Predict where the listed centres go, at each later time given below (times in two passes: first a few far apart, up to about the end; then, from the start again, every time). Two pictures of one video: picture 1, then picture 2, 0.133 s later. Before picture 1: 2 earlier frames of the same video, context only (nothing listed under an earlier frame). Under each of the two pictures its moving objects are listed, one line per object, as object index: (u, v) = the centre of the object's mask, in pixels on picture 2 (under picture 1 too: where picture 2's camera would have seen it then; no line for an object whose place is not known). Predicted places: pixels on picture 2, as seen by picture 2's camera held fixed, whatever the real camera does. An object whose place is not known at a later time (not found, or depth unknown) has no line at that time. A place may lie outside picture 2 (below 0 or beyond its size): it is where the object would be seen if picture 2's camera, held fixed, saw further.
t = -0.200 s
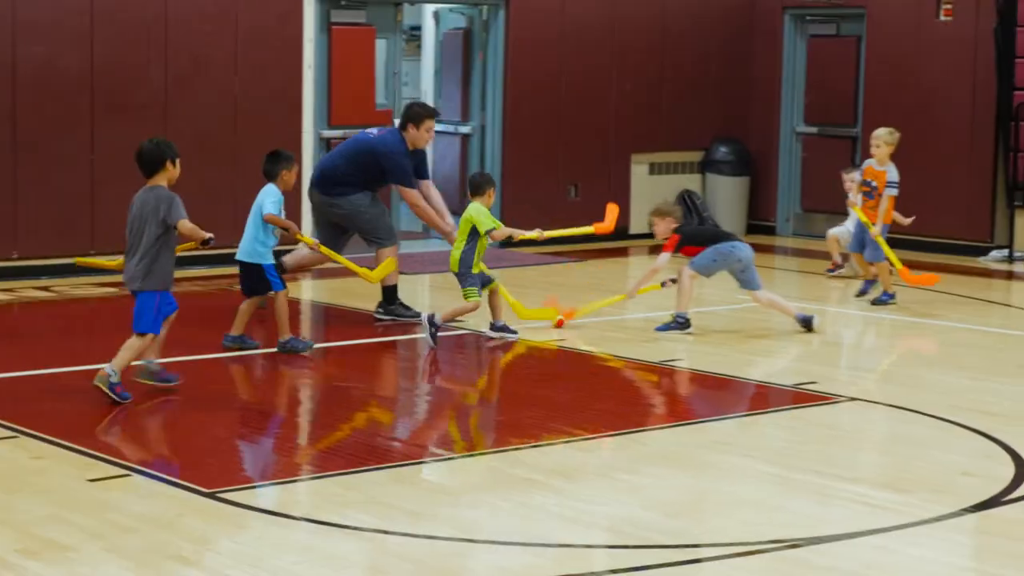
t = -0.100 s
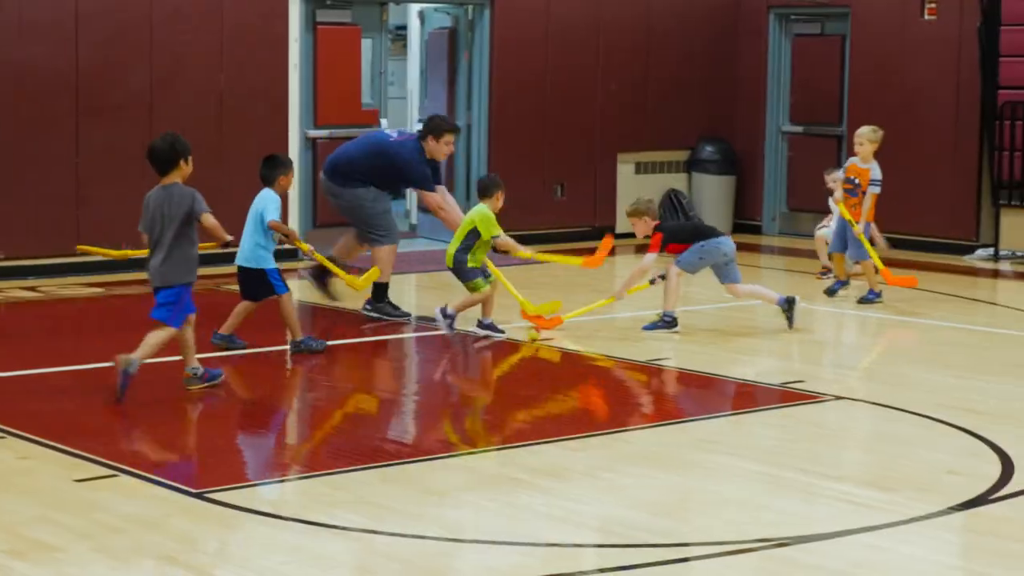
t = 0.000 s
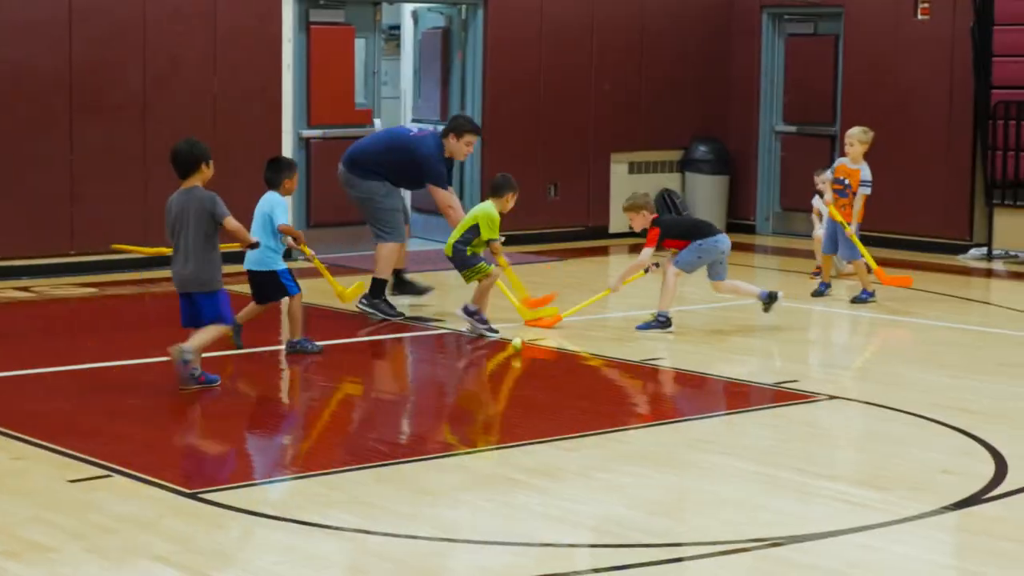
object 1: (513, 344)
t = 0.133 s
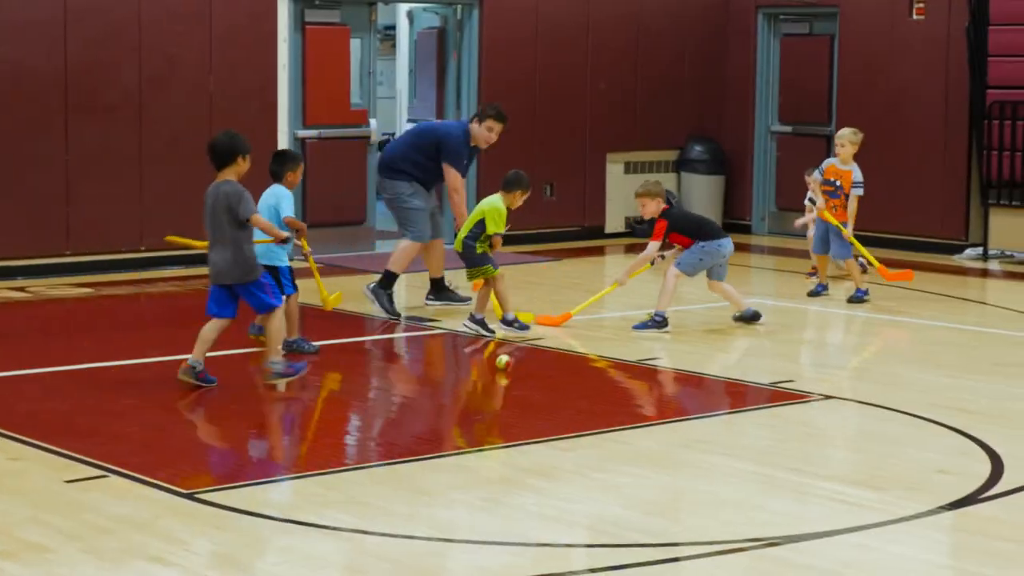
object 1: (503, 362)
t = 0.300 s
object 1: (494, 381)
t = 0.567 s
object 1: (491, 415)
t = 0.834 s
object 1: (502, 443)
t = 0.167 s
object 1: (502, 363)
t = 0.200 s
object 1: (500, 367)
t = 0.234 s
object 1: (497, 374)
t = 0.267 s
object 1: (495, 379)
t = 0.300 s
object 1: (494, 381)
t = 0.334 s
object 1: (493, 386)
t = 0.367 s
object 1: (492, 391)
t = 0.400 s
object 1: (492, 394)
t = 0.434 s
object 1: (491, 400)
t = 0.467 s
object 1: (491, 402)
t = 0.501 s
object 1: (490, 407)
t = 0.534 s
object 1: (491, 410)
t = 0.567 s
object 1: (491, 415)
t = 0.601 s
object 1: (491, 417)
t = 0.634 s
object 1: (491, 421)
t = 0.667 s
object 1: (493, 425)
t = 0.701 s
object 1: (495, 427)
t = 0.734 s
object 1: (497, 432)
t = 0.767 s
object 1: (498, 436)
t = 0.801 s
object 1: (499, 439)
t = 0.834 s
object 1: (502, 443)
